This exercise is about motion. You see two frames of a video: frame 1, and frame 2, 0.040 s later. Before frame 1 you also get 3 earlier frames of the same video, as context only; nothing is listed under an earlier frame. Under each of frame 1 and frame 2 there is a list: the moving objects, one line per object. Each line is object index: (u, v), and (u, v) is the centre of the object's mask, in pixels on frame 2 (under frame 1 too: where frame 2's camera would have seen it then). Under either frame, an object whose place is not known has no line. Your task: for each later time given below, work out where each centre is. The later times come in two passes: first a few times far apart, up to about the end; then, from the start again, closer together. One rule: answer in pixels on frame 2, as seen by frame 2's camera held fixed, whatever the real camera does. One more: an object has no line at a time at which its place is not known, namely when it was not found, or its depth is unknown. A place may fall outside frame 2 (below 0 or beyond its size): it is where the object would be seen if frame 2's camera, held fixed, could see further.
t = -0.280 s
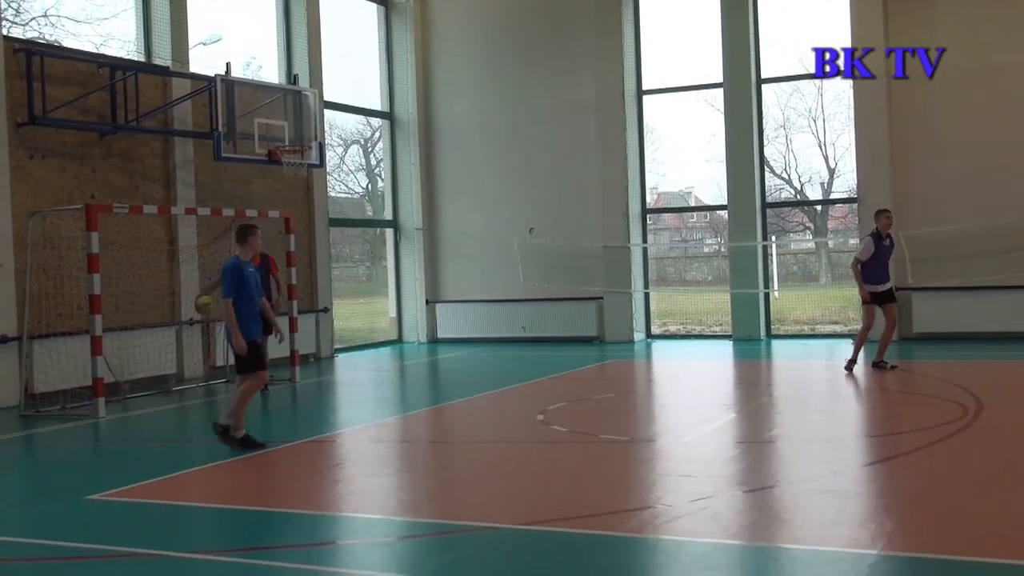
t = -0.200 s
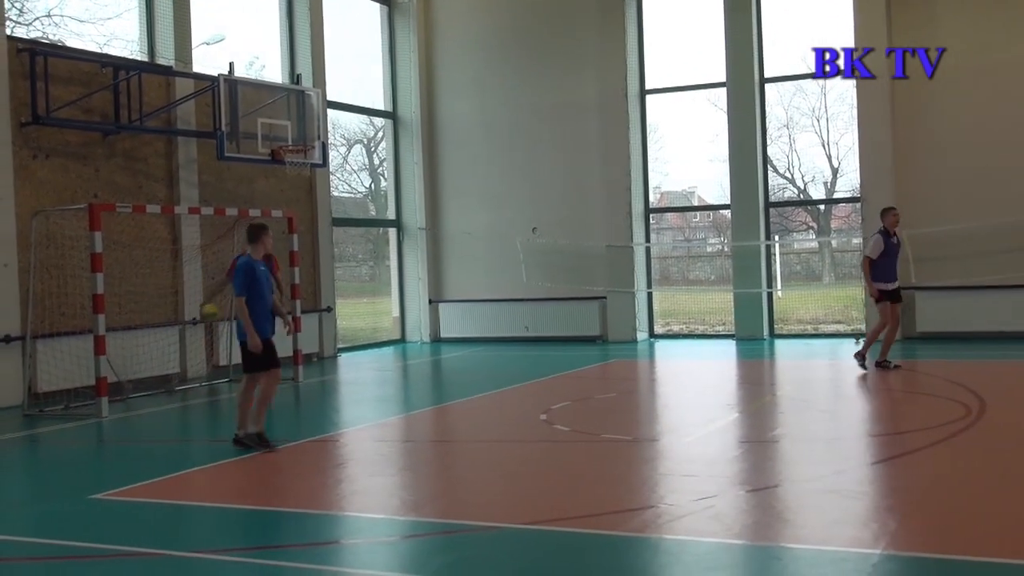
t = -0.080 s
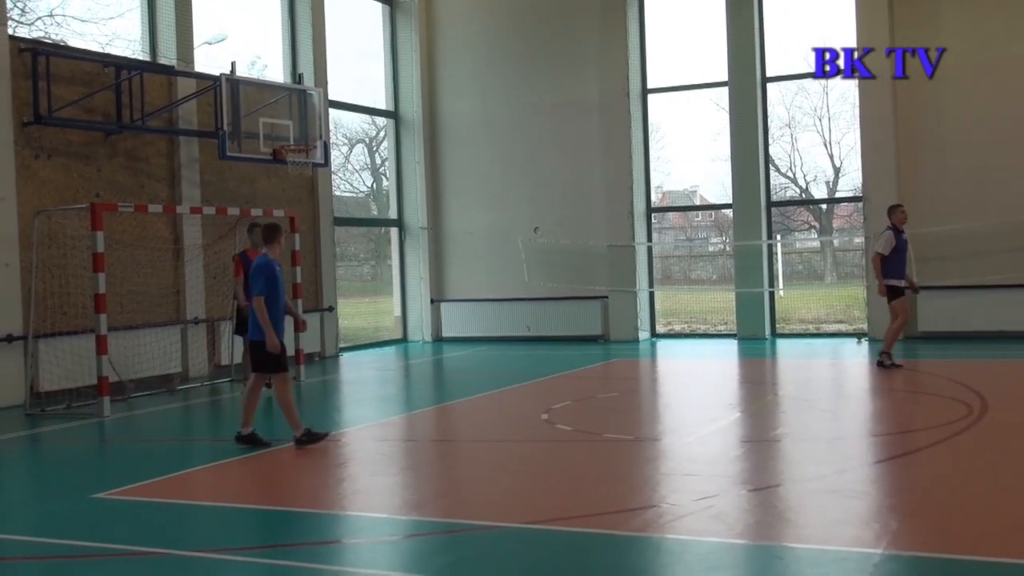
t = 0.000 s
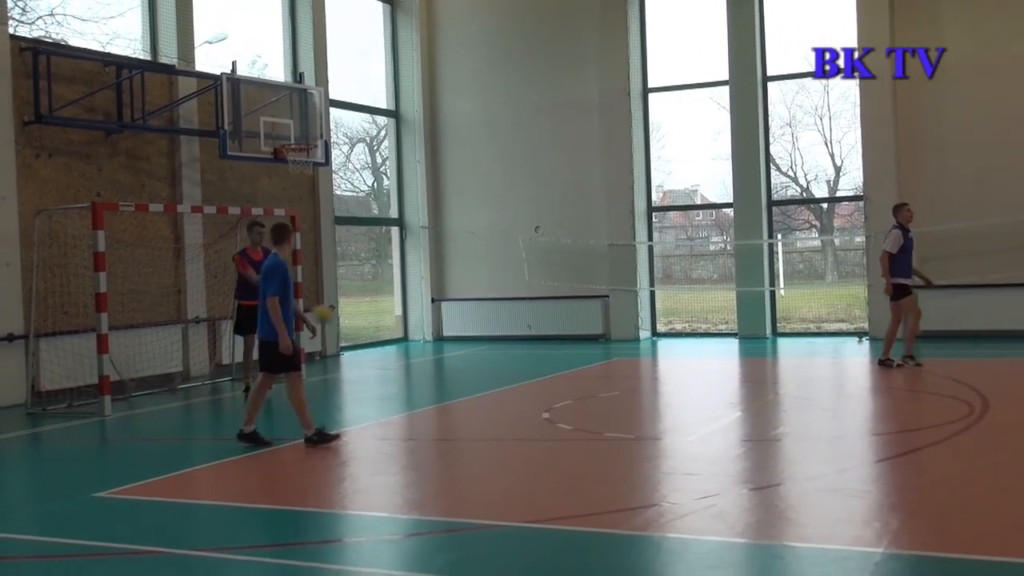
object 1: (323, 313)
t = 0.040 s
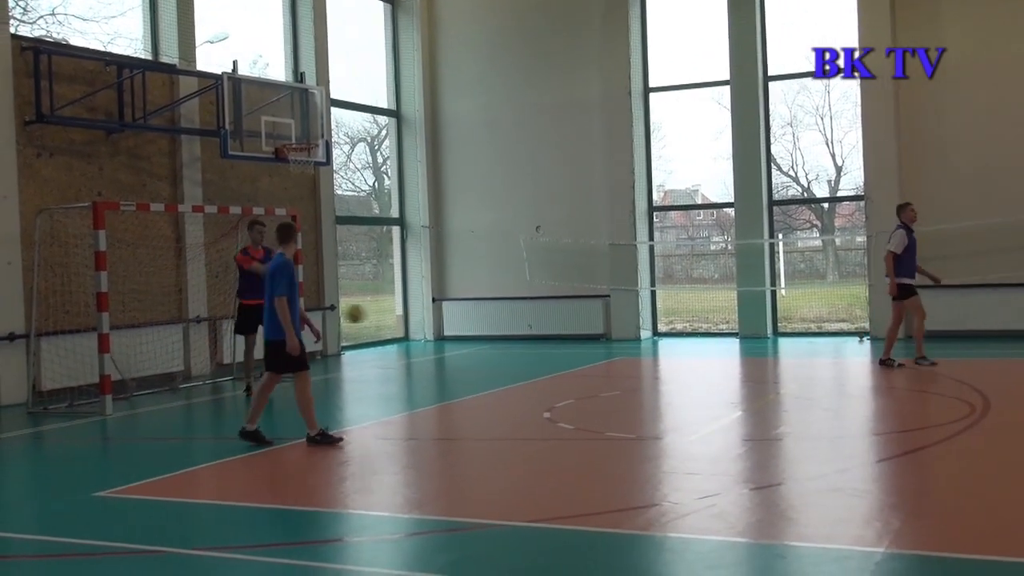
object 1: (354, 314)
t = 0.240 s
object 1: (519, 338)
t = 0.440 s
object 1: (693, 388)
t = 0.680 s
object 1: (859, 364)
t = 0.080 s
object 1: (385, 314)
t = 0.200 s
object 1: (484, 328)
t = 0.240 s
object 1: (519, 338)
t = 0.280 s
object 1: (552, 347)
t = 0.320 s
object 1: (589, 360)
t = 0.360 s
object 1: (625, 374)
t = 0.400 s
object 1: (661, 390)
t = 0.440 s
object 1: (693, 388)
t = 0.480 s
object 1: (718, 380)
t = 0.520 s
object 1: (746, 373)
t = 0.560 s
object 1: (774, 368)
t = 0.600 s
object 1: (801, 364)
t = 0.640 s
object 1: (830, 363)
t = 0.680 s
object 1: (859, 364)
